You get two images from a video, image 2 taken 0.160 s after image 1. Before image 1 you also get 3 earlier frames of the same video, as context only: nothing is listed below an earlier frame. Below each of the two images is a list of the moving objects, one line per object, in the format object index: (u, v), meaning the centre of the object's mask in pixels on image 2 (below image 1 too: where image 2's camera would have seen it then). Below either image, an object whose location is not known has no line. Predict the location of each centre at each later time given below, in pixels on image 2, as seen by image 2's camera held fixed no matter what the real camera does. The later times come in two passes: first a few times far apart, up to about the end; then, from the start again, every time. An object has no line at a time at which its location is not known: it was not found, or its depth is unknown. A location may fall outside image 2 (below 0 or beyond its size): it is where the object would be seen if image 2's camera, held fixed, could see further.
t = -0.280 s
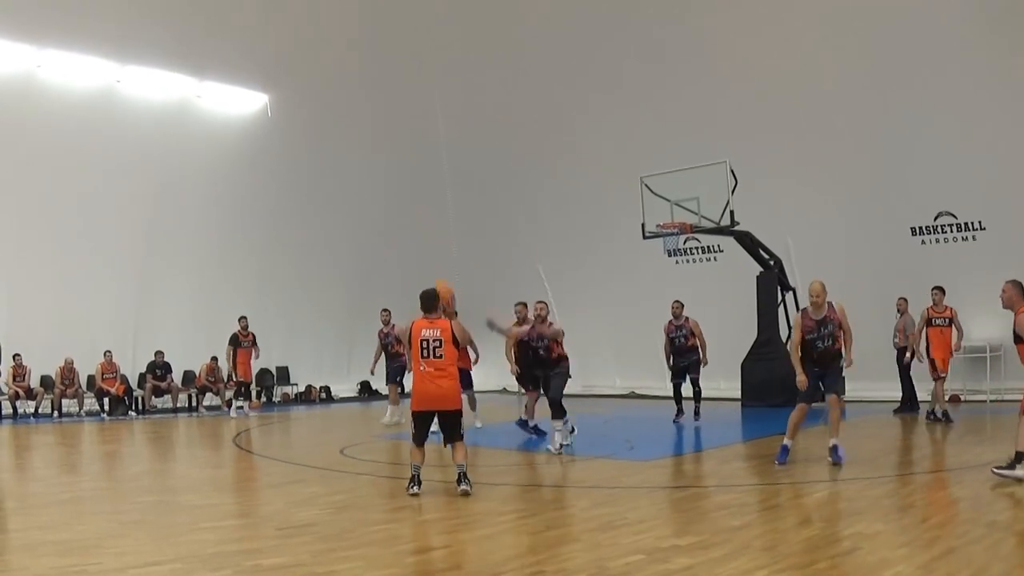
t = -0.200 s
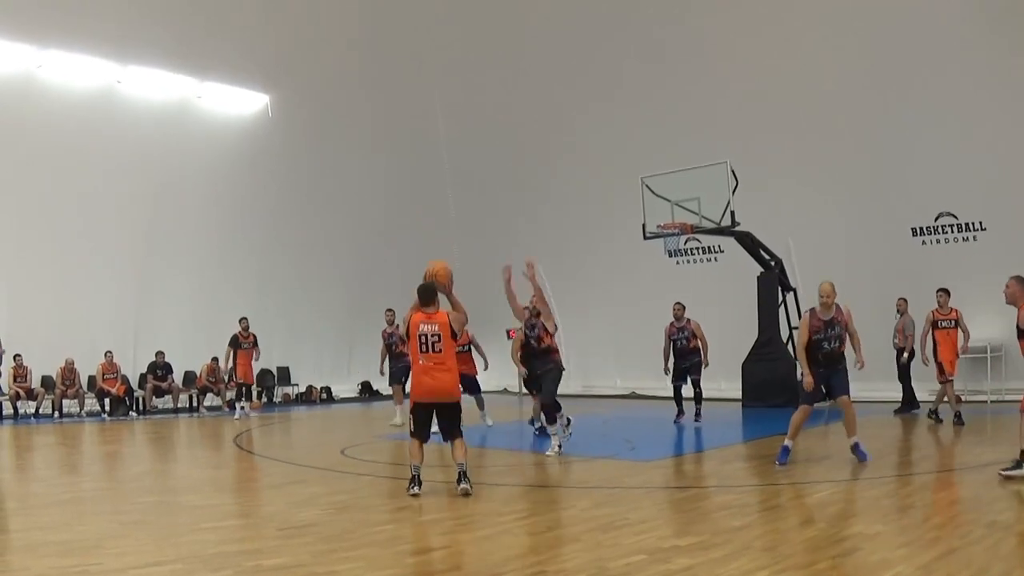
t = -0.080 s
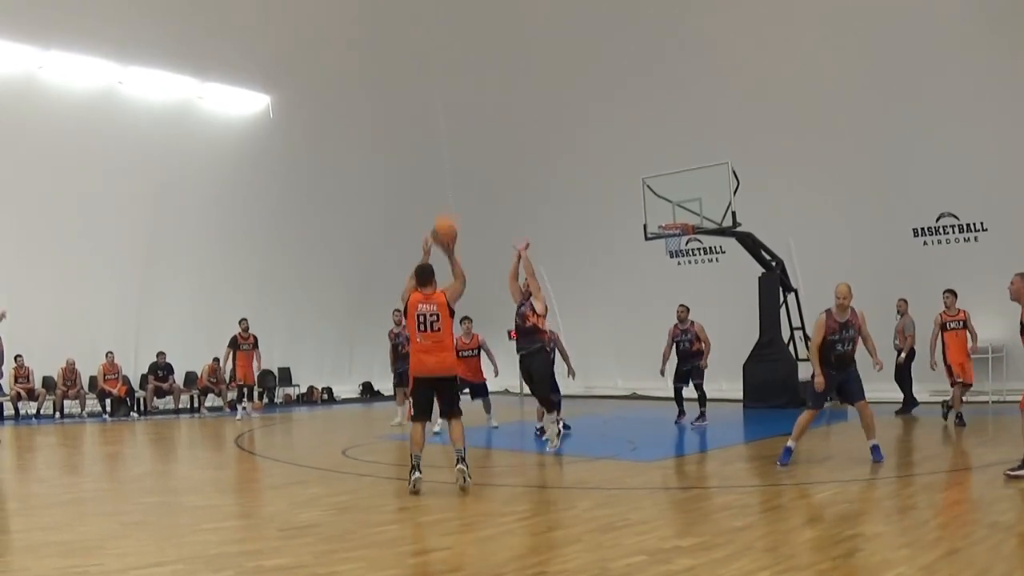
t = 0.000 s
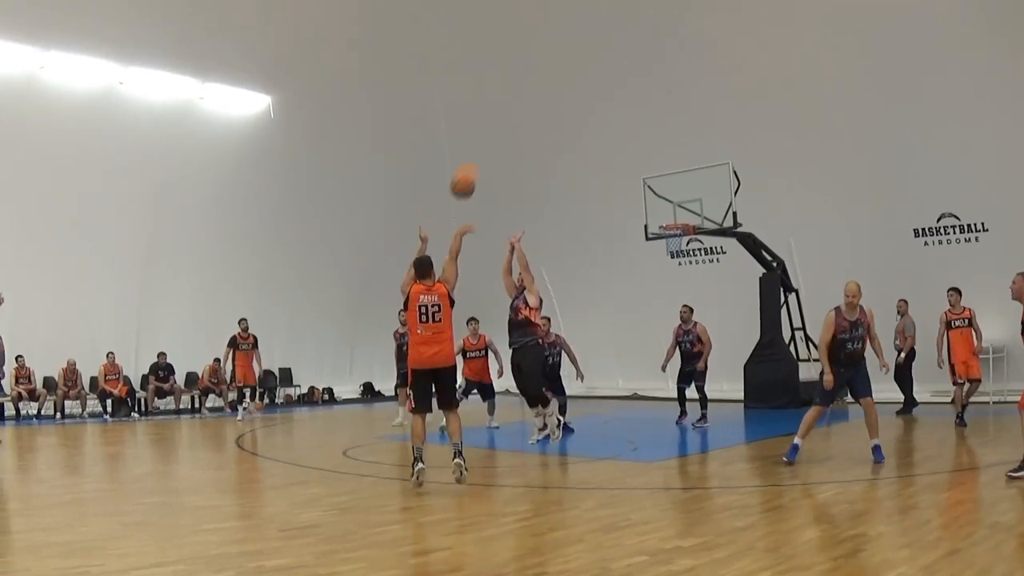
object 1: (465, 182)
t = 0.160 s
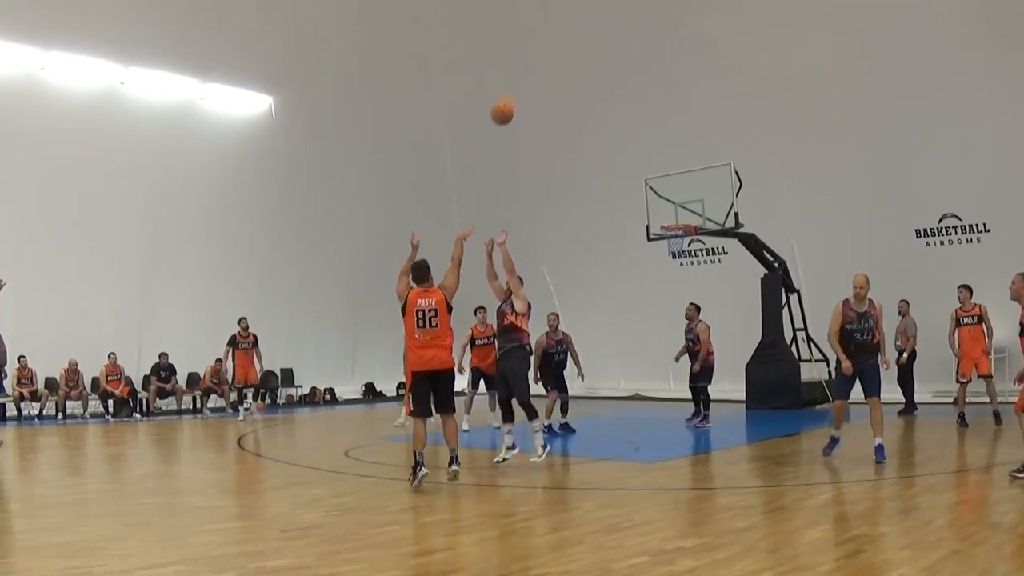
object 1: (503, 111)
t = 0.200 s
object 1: (511, 99)
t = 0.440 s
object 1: (555, 60)
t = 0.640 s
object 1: (586, 64)
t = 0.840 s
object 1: (614, 94)
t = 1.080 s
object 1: (643, 159)
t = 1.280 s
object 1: (664, 216)
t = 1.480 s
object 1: (671, 194)
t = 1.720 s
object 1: (649, 191)
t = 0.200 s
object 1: (511, 99)
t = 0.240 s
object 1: (519, 89)
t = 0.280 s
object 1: (526, 80)
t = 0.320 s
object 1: (535, 72)
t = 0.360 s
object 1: (542, 67)
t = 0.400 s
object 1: (549, 62)
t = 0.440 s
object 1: (555, 60)
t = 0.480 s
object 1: (562, 59)
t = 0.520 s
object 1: (568, 58)
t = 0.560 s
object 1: (574, 59)
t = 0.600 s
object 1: (581, 61)
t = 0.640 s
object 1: (586, 64)
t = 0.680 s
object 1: (592, 68)
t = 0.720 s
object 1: (597, 73)
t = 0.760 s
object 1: (603, 79)
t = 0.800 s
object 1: (608, 86)
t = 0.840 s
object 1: (614, 94)
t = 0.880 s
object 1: (619, 103)
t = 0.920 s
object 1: (624, 113)
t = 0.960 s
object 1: (629, 123)
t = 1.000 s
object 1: (634, 134)
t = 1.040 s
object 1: (639, 146)
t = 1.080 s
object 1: (643, 159)
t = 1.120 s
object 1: (648, 172)
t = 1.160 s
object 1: (652, 186)
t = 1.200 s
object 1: (657, 201)
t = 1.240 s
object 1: (661, 216)
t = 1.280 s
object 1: (664, 216)
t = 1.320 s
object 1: (666, 210)
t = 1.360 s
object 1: (668, 206)
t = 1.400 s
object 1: (670, 201)
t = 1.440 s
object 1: (673, 198)
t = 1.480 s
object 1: (671, 194)
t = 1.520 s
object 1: (668, 192)
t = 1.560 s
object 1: (664, 190)
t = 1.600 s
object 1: (661, 189)
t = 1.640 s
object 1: (657, 188)
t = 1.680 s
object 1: (653, 189)
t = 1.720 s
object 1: (649, 191)
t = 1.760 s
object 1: (645, 194)
